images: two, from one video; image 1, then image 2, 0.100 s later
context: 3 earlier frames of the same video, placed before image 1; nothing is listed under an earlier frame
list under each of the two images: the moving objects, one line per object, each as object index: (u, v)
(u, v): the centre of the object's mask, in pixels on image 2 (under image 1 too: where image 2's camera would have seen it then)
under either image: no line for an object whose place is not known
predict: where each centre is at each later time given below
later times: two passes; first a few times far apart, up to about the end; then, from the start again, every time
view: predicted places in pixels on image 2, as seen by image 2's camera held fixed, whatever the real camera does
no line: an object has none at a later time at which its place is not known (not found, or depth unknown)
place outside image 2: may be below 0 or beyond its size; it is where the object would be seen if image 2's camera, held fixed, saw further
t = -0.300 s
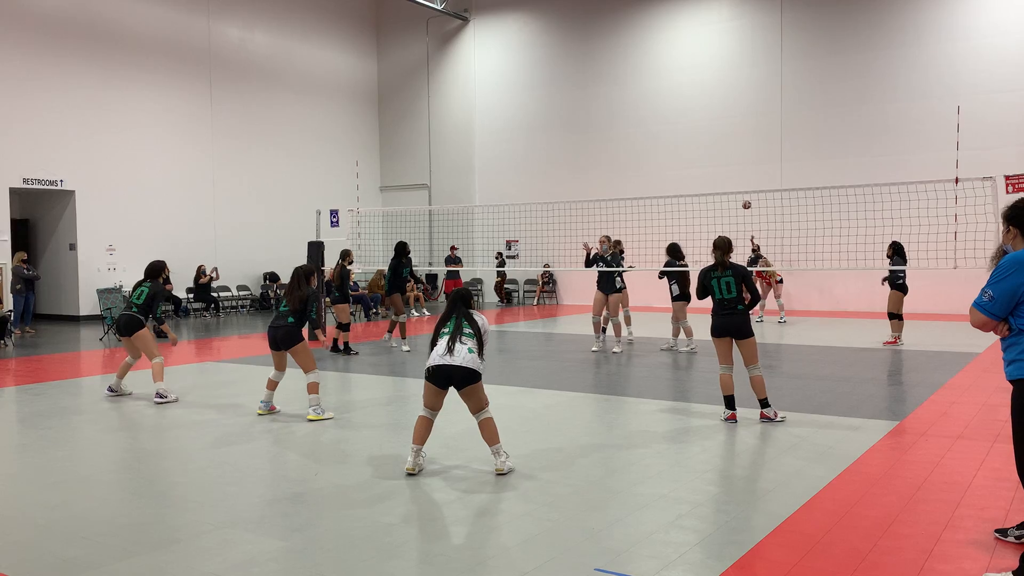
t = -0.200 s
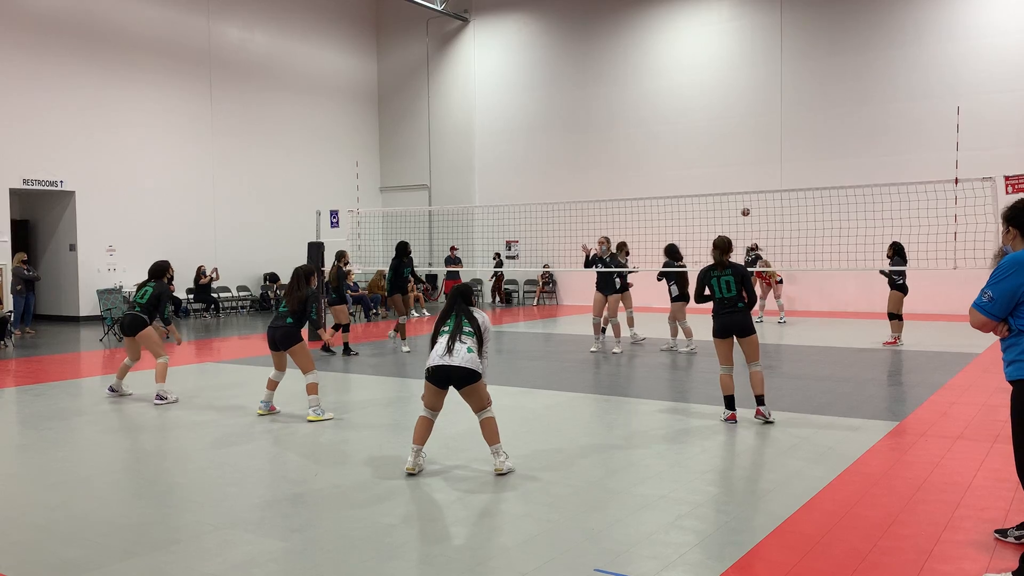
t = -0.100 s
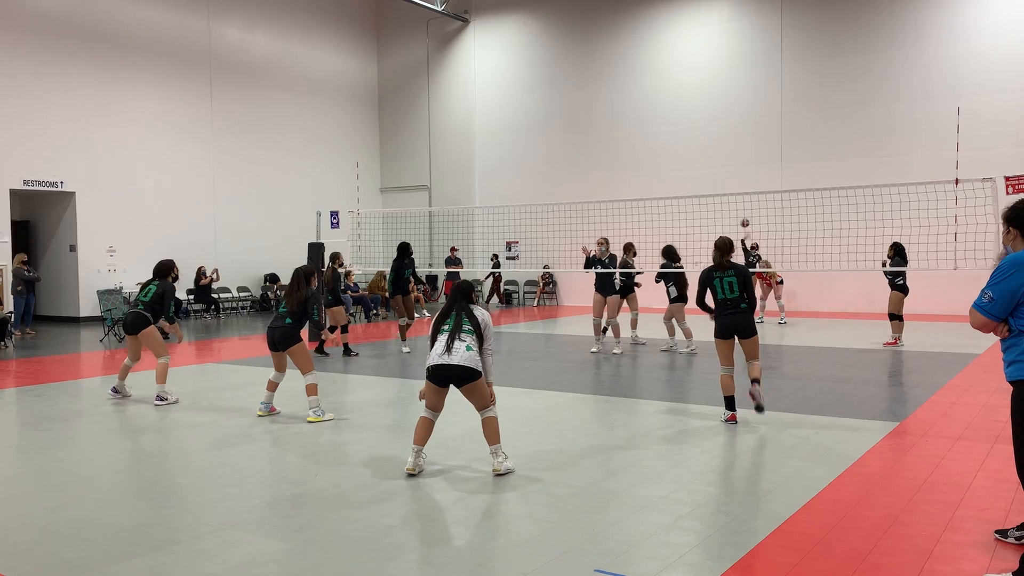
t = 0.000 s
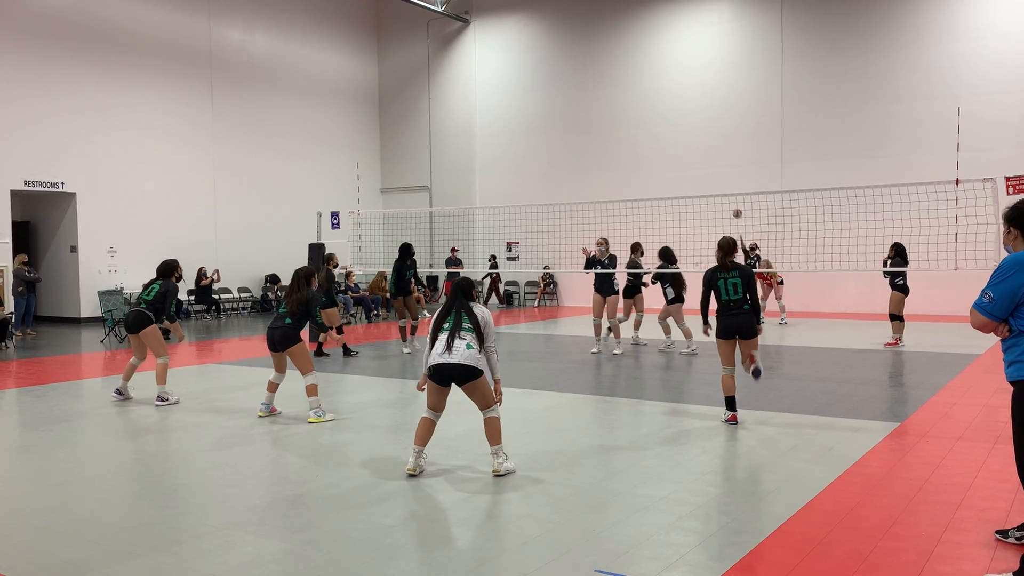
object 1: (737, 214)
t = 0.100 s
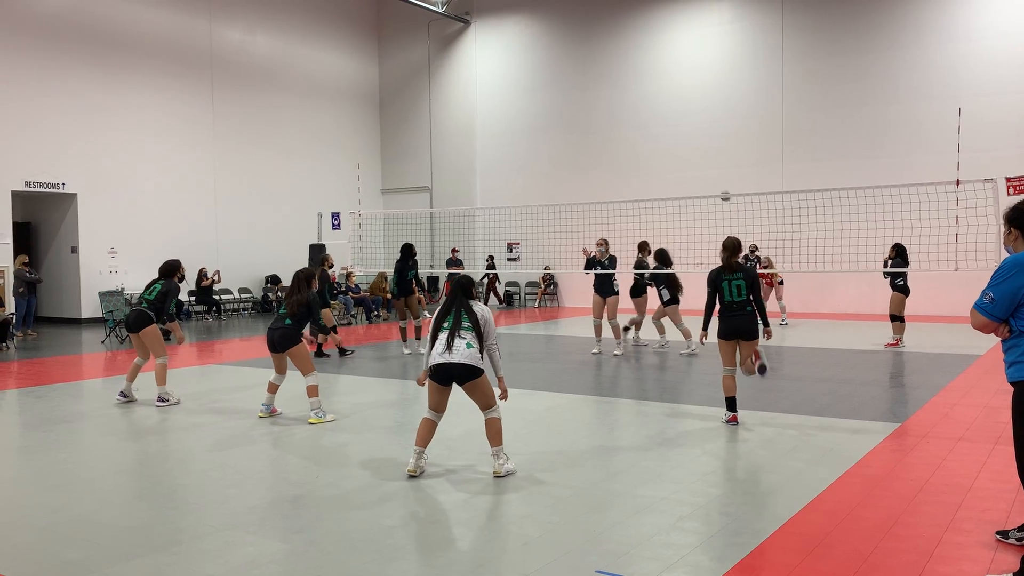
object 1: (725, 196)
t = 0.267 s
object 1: (698, 174)
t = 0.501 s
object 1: (642, 165)
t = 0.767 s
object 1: (546, 201)
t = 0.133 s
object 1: (720, 190)
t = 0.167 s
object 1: (716, 186)
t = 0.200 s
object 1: (710, 181)
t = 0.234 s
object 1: (704, 177)
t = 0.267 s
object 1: (698, 174)
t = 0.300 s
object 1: (691, 170)
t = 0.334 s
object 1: (684, 169)
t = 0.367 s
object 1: (676, 167)
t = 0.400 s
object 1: (669, 166)
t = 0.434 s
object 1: (660, 165)
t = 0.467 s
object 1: (651, 164)
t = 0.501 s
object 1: (642, 165)
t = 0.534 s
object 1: (633, 166)
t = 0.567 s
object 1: (622, 169)
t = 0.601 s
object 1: (611, 172)
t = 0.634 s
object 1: (600, 176)
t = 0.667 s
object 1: (587, 181)
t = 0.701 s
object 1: (574, 187)
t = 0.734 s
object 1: (560, 193)
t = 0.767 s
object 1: (546, 201)
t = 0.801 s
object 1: (530, 210)
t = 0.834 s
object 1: (515, 222)
